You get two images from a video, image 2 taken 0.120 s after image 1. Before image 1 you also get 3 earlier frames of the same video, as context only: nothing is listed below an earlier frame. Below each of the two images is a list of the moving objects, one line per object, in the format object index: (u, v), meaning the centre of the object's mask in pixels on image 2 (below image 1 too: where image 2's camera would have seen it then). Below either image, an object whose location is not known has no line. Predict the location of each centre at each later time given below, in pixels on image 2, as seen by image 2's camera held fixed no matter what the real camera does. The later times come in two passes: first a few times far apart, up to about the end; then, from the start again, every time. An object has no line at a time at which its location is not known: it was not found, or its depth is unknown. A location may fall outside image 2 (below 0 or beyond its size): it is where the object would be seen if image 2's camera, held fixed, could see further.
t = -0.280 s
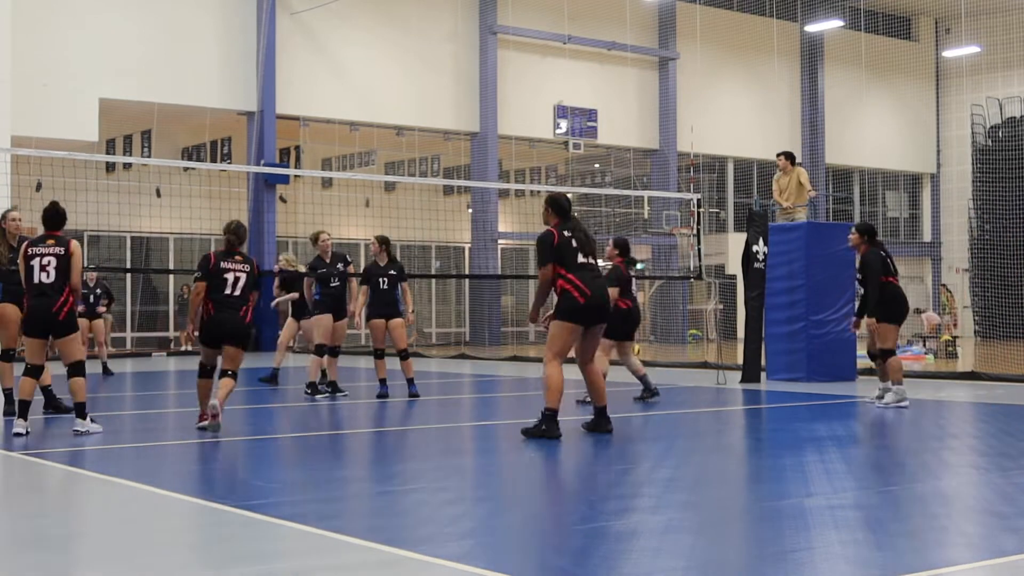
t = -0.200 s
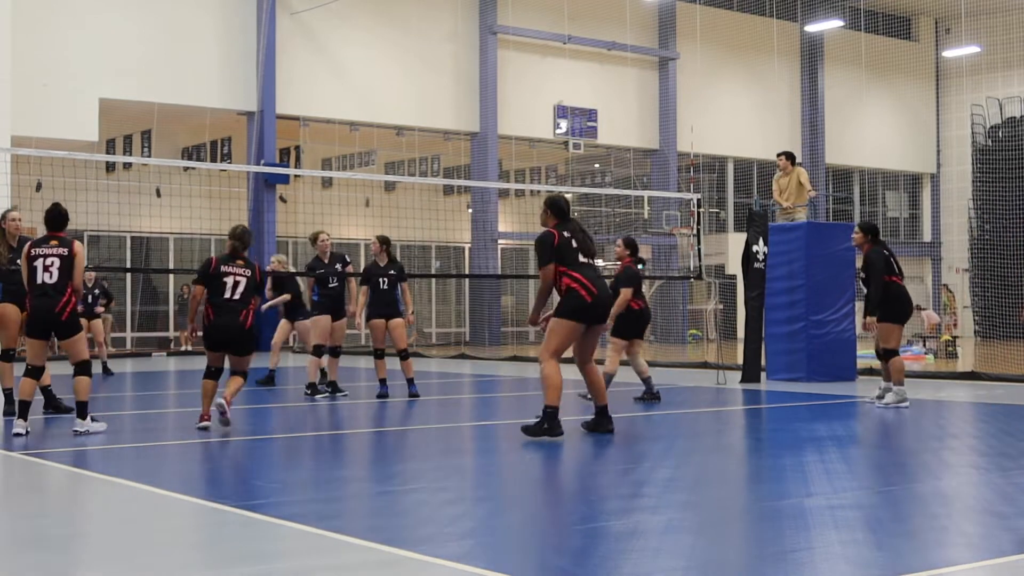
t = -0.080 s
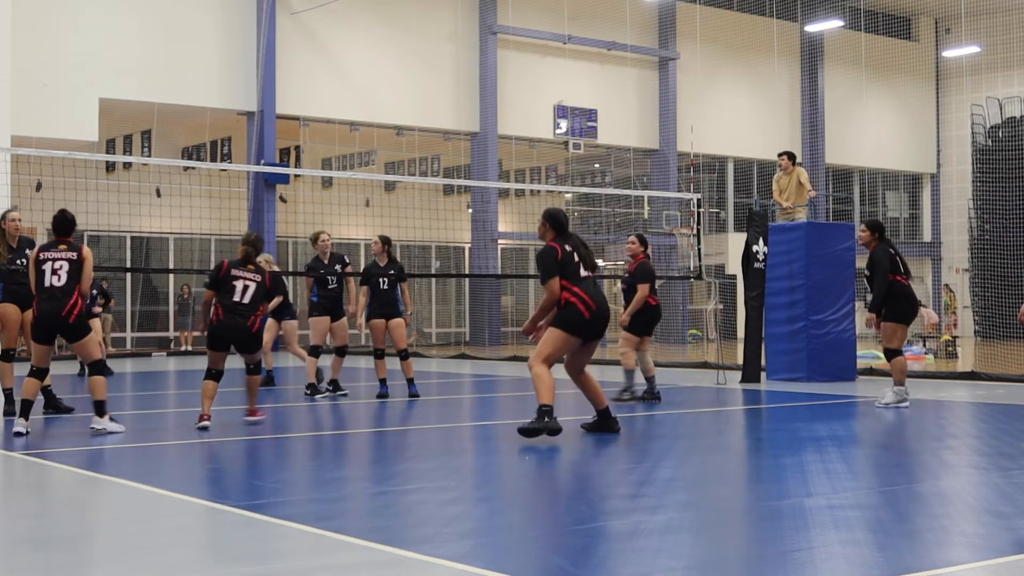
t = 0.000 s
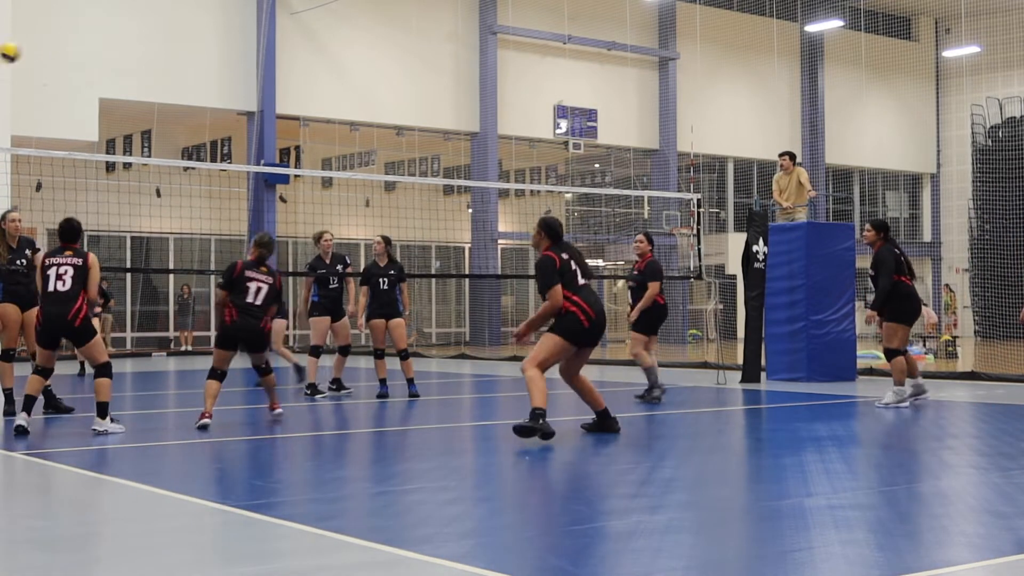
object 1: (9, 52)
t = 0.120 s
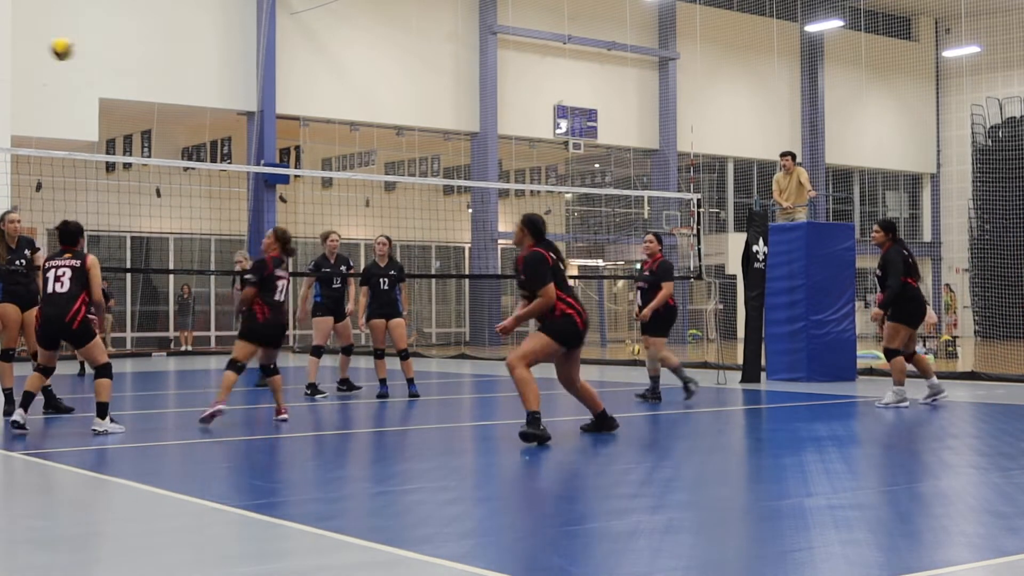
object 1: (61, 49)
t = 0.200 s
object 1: (100, 56)
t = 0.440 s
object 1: (237, 135)
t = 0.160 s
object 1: (80, 52)
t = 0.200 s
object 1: (100, 56)
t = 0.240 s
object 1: (121, 64)
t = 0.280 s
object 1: (142, 72)
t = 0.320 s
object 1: (165, 83)
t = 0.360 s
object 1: (187, 99)
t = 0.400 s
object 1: (212, 117)
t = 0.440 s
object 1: (237, 135)
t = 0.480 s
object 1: (264, 160)
